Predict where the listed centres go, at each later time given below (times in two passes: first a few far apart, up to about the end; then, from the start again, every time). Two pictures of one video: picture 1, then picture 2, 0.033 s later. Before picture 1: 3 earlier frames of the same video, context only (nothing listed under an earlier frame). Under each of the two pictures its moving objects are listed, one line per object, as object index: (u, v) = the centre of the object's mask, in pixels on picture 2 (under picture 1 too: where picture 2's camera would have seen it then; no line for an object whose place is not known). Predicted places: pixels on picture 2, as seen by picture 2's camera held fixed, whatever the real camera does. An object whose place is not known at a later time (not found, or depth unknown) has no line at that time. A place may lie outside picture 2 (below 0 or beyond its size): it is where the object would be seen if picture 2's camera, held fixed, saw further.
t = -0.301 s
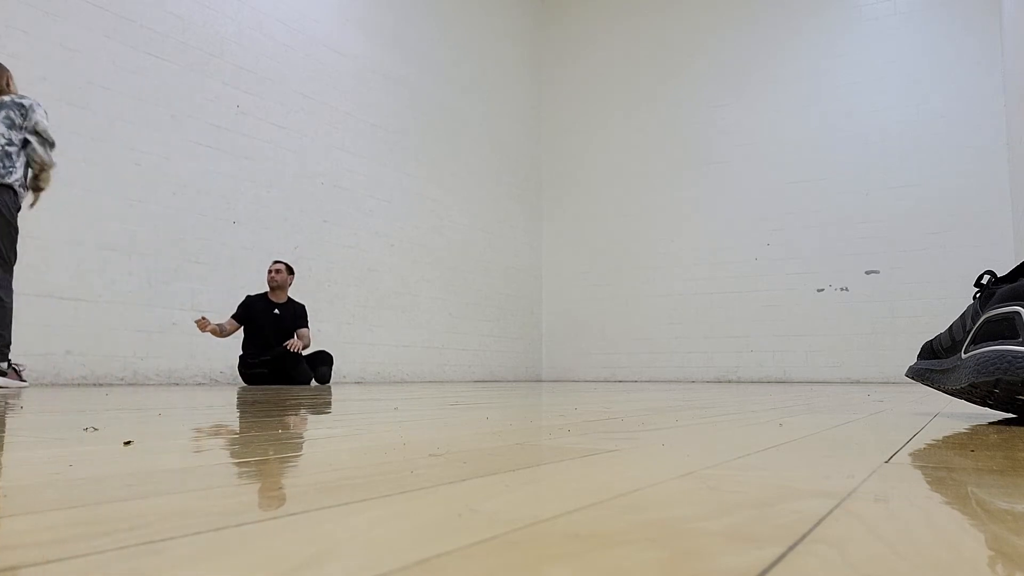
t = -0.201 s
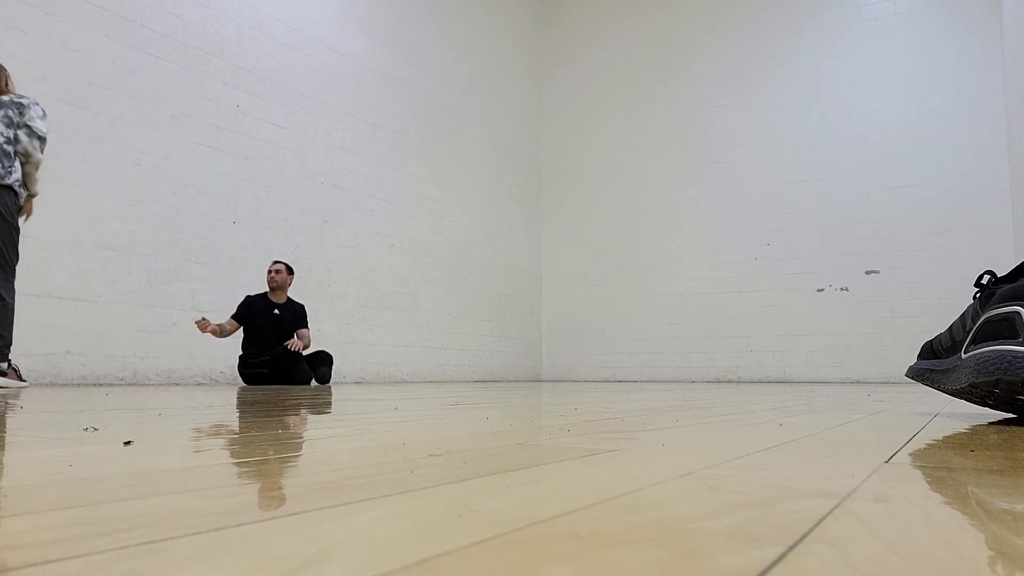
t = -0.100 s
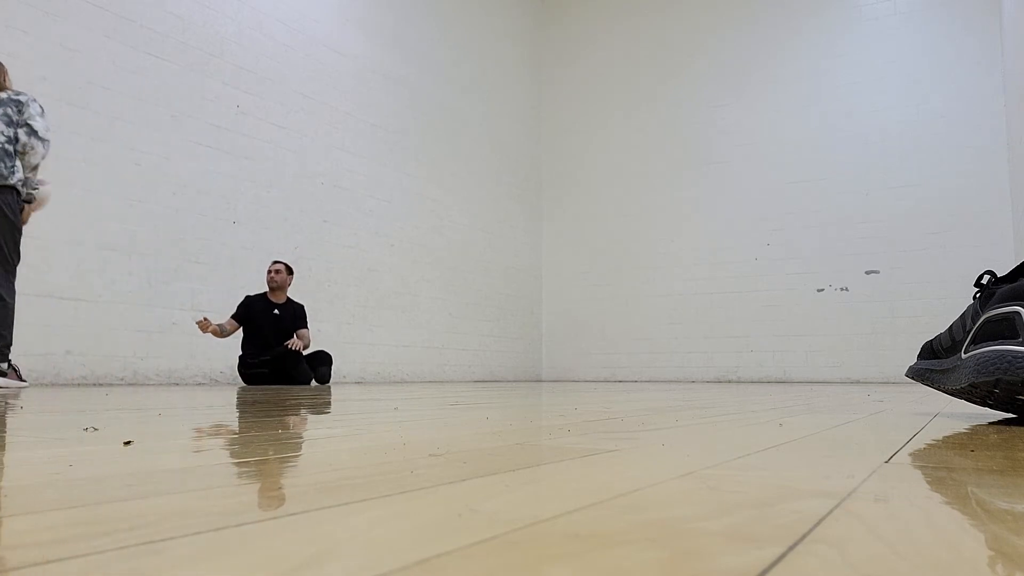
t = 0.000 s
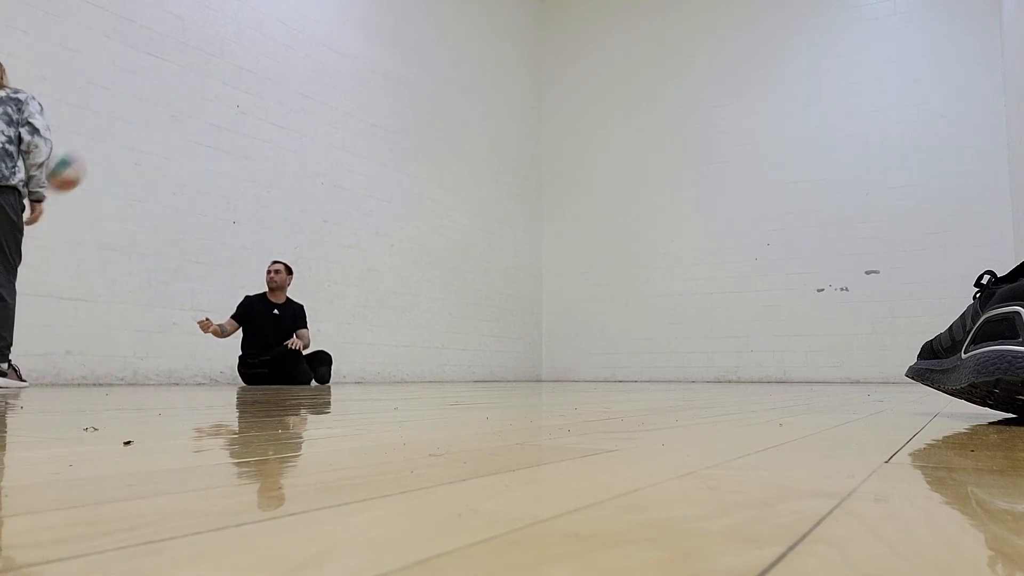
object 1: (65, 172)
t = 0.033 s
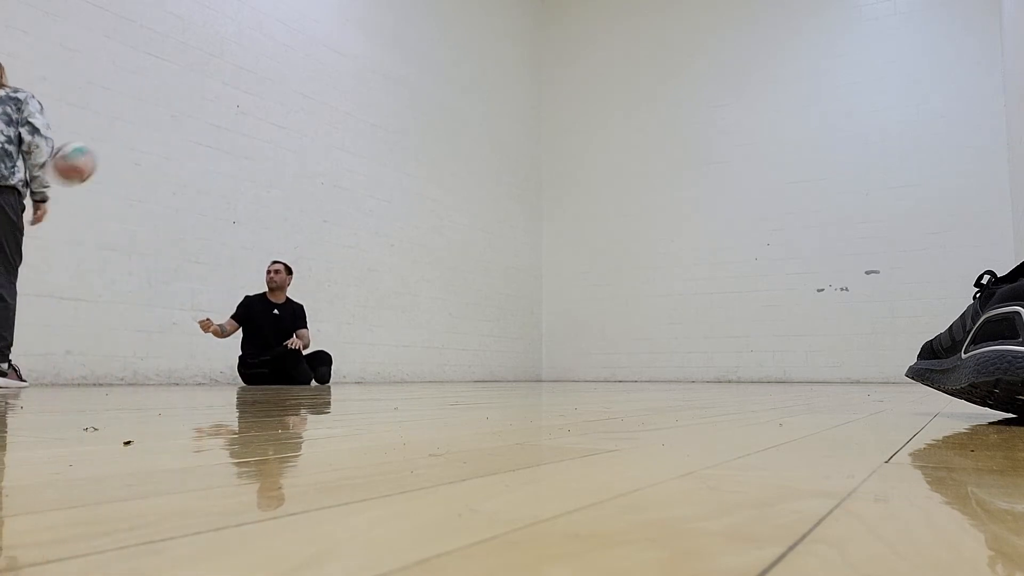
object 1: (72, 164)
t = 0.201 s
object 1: (125, 160)
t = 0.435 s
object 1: (180, 224)
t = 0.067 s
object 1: (83, 159)
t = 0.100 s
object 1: (95, 157)
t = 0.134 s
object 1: (104, 156)
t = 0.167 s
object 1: (115, 156)
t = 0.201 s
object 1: (125, 160)
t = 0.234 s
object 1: (132, 164)
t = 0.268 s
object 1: (141, 170)
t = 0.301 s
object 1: (150, 178)
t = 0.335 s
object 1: (158, 188)
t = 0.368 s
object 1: (166, 198)
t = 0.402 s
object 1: (172, 210)
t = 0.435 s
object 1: (180, 224)
